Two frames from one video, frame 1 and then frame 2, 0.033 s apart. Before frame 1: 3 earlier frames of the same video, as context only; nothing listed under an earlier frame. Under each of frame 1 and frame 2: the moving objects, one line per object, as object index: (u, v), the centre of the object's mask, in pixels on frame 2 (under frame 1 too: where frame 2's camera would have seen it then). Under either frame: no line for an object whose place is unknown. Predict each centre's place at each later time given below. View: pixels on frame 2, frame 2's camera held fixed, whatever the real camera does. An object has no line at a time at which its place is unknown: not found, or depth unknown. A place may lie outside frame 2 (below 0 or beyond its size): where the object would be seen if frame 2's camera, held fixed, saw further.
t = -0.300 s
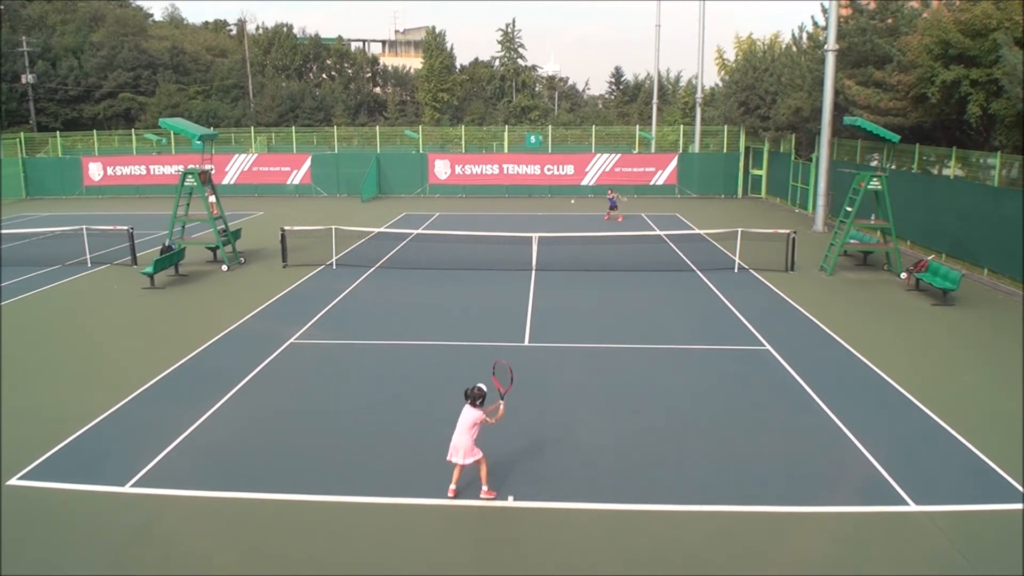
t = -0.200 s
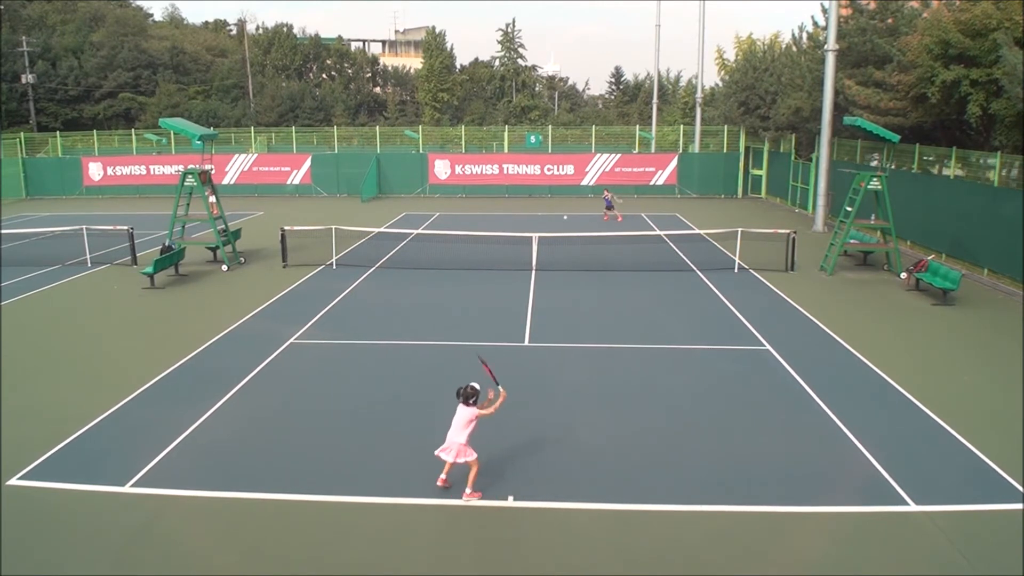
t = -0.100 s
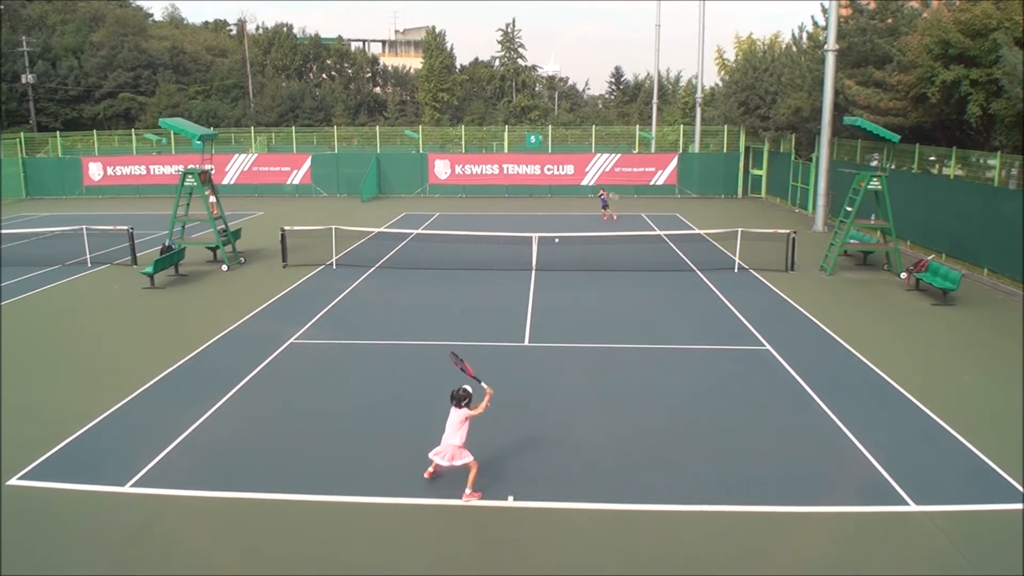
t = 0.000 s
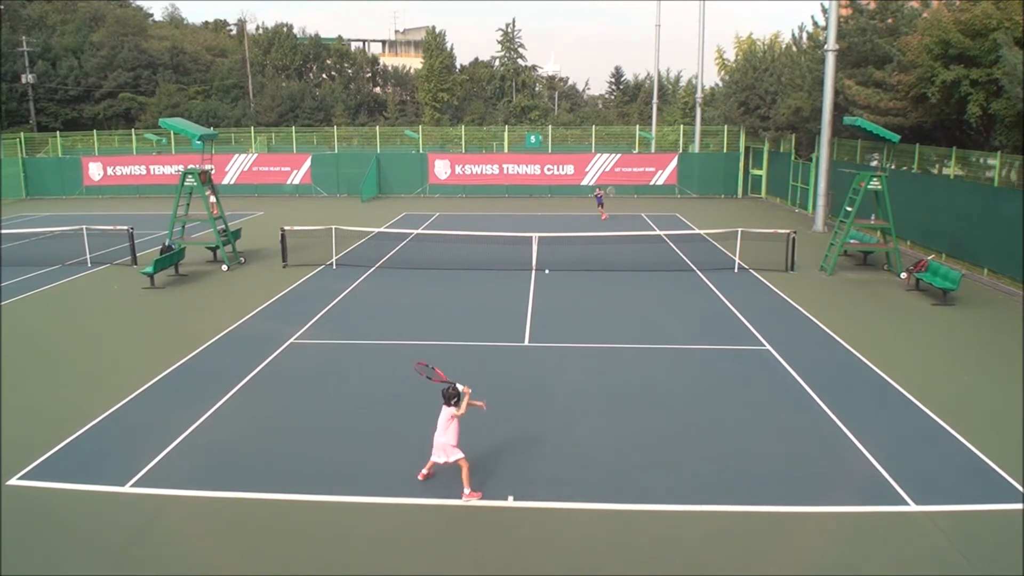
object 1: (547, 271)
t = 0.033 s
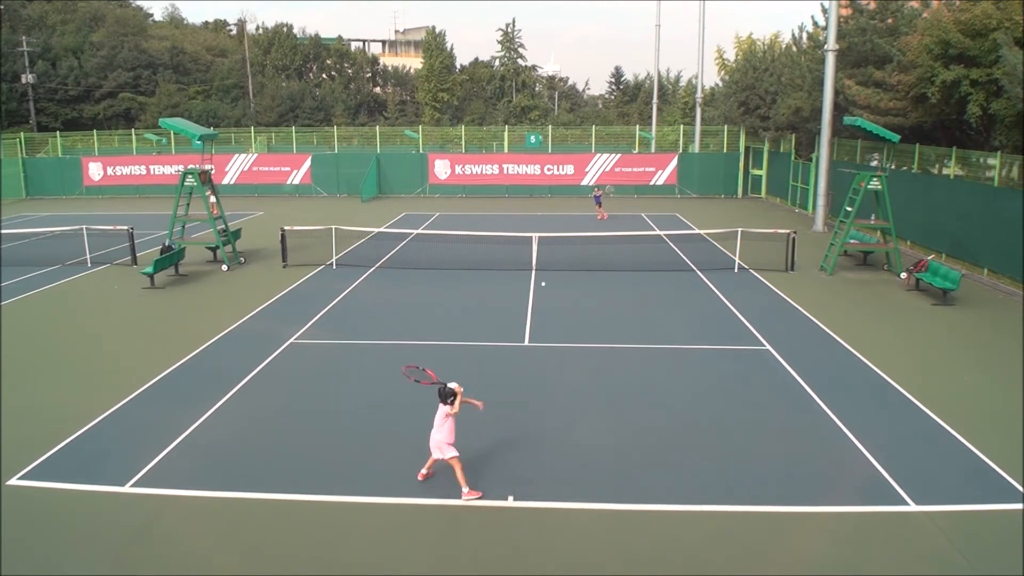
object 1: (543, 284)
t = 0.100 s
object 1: (535, 313)
